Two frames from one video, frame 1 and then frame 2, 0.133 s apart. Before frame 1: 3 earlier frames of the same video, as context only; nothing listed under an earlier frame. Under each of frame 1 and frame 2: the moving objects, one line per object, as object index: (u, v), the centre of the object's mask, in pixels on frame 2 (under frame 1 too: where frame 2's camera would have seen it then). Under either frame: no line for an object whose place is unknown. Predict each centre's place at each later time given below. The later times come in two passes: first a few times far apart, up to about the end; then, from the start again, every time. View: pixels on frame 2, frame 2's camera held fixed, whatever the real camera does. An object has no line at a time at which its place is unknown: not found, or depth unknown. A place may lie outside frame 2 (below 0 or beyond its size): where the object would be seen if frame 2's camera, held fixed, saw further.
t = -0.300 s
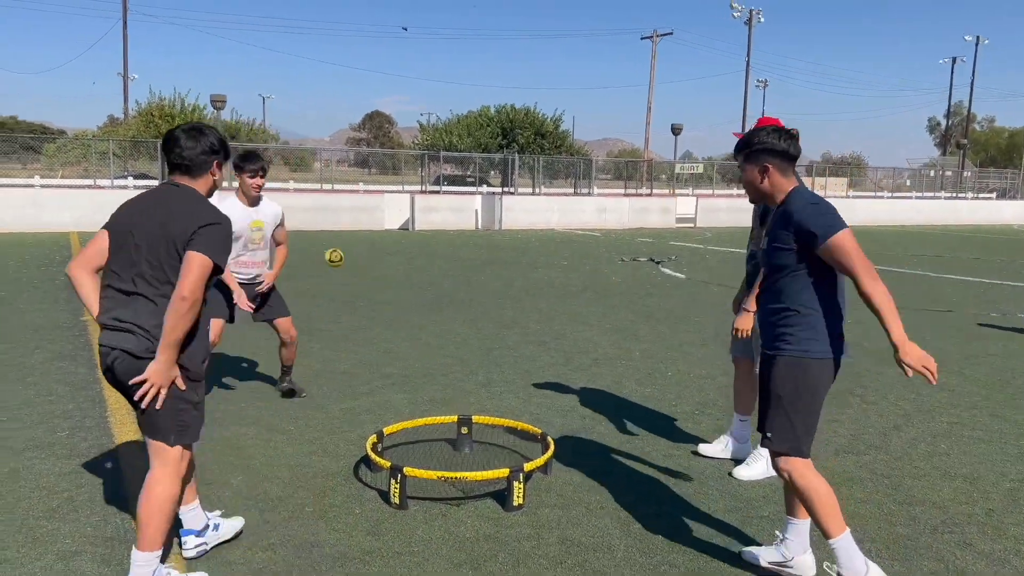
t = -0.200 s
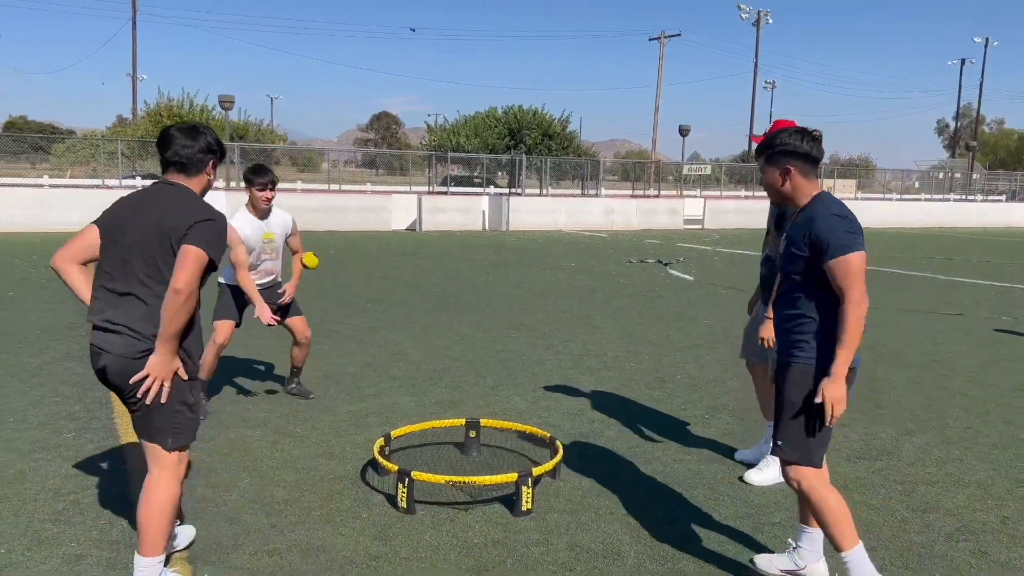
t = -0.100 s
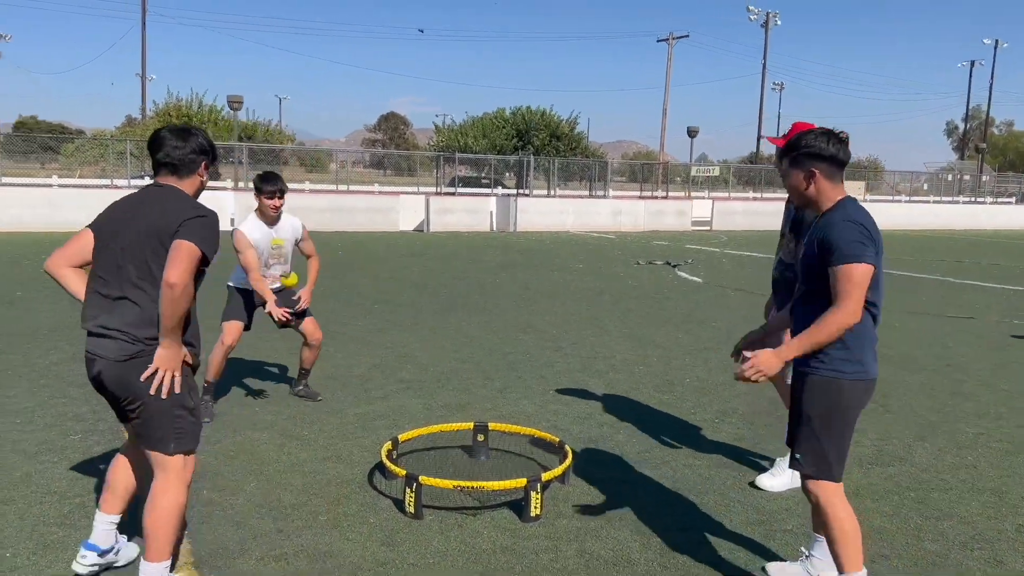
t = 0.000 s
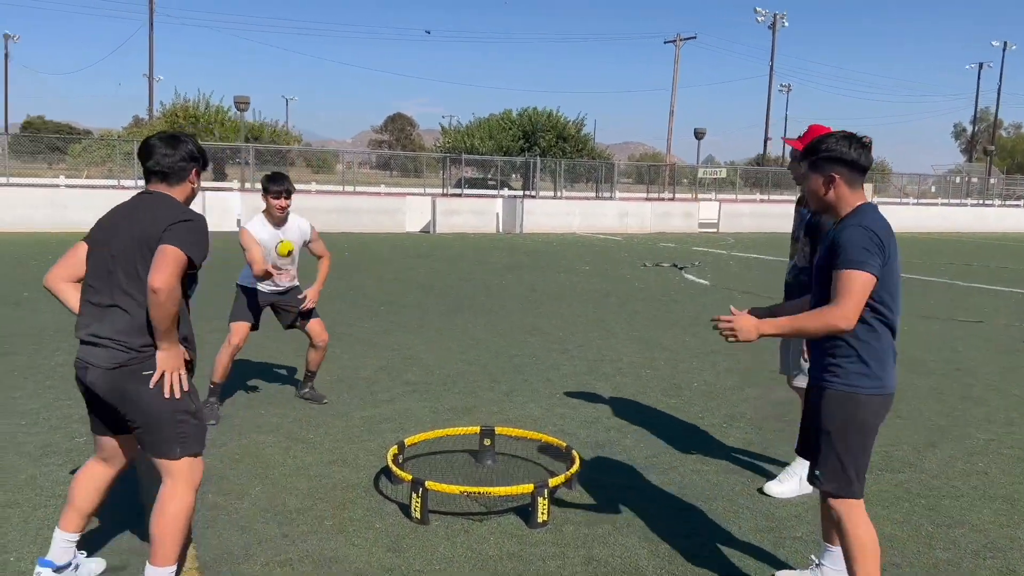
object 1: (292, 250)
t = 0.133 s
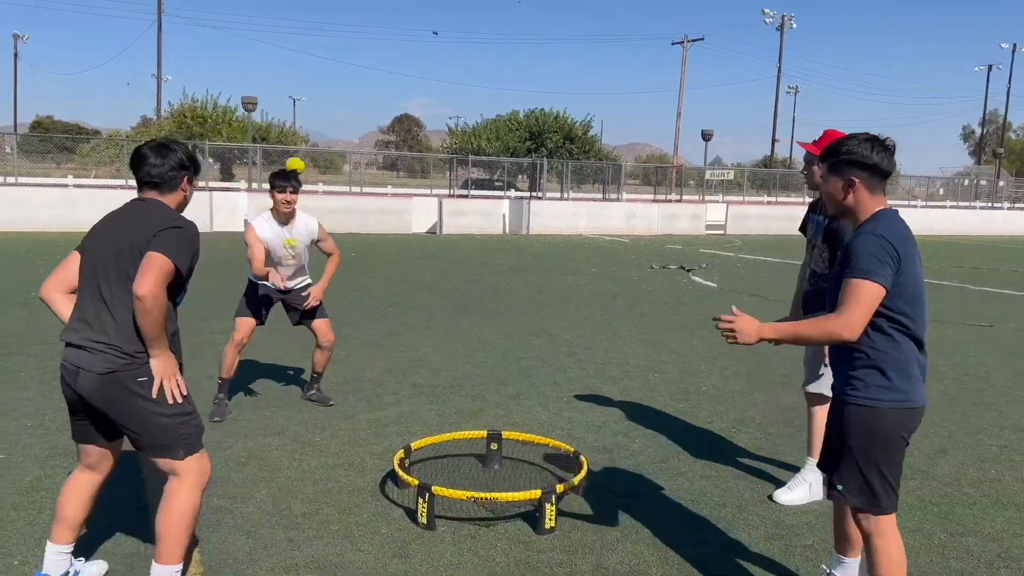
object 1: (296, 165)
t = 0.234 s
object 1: (298, 119)
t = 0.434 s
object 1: (301, 76)
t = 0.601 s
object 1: (300, 108)
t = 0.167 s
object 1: (297, 149)
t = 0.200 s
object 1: (298, 133)
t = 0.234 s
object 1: (298, 119)
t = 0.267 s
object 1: (299, 107)
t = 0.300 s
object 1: (300, 96)
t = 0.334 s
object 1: (301, 88)
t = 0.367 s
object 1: (301, 81)
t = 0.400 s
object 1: (301, 77)
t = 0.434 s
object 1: (301, 76)
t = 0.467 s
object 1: (301, 77)
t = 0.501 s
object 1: (301, 81)
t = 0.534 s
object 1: (300, 87)
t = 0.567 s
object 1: (300, 96)
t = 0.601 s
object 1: (300, 108)
